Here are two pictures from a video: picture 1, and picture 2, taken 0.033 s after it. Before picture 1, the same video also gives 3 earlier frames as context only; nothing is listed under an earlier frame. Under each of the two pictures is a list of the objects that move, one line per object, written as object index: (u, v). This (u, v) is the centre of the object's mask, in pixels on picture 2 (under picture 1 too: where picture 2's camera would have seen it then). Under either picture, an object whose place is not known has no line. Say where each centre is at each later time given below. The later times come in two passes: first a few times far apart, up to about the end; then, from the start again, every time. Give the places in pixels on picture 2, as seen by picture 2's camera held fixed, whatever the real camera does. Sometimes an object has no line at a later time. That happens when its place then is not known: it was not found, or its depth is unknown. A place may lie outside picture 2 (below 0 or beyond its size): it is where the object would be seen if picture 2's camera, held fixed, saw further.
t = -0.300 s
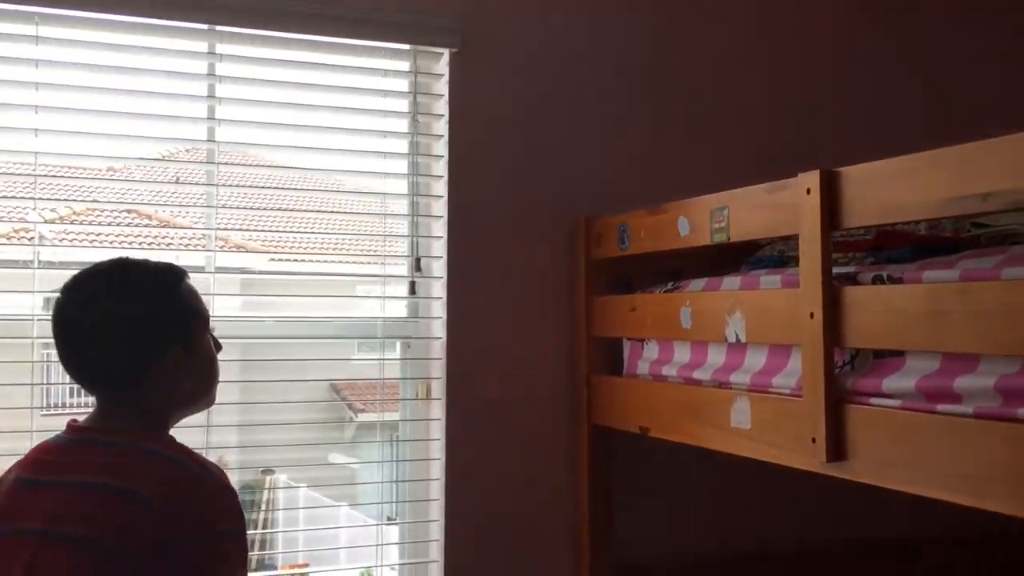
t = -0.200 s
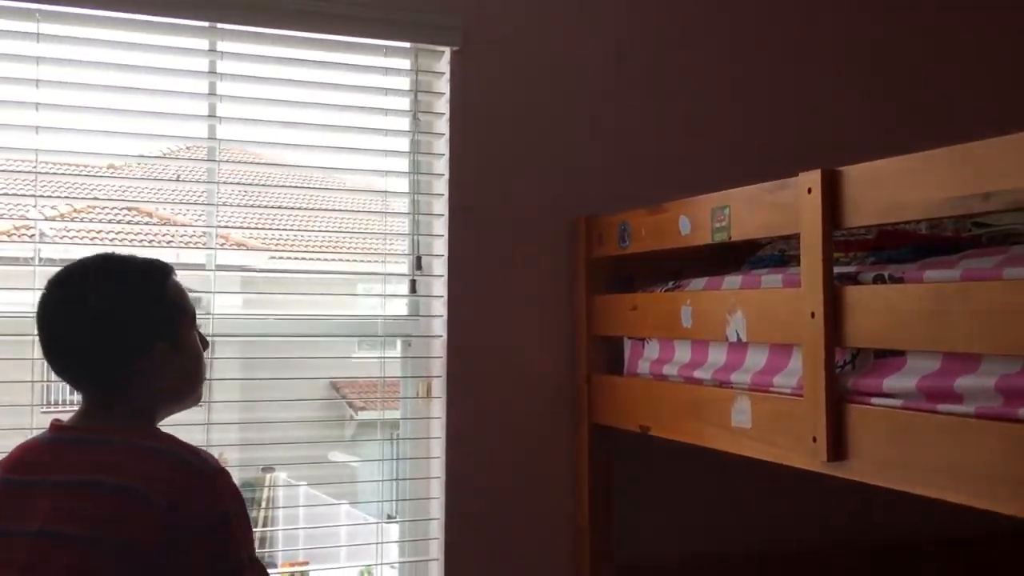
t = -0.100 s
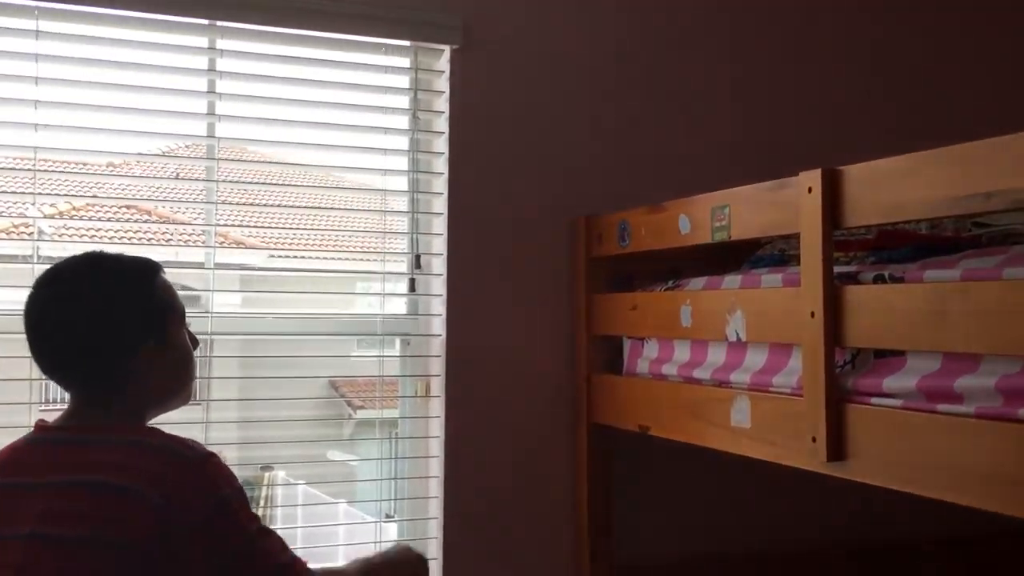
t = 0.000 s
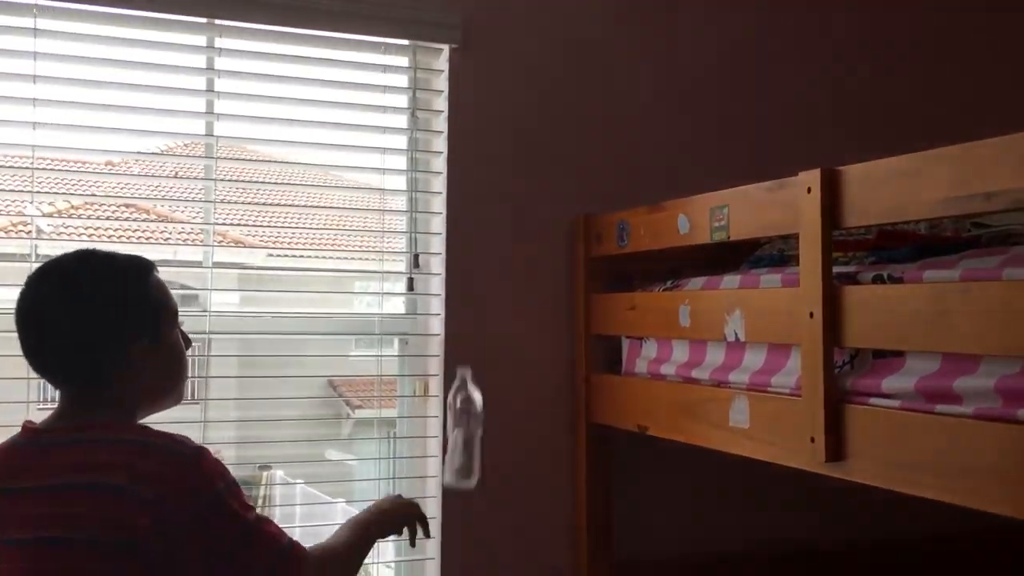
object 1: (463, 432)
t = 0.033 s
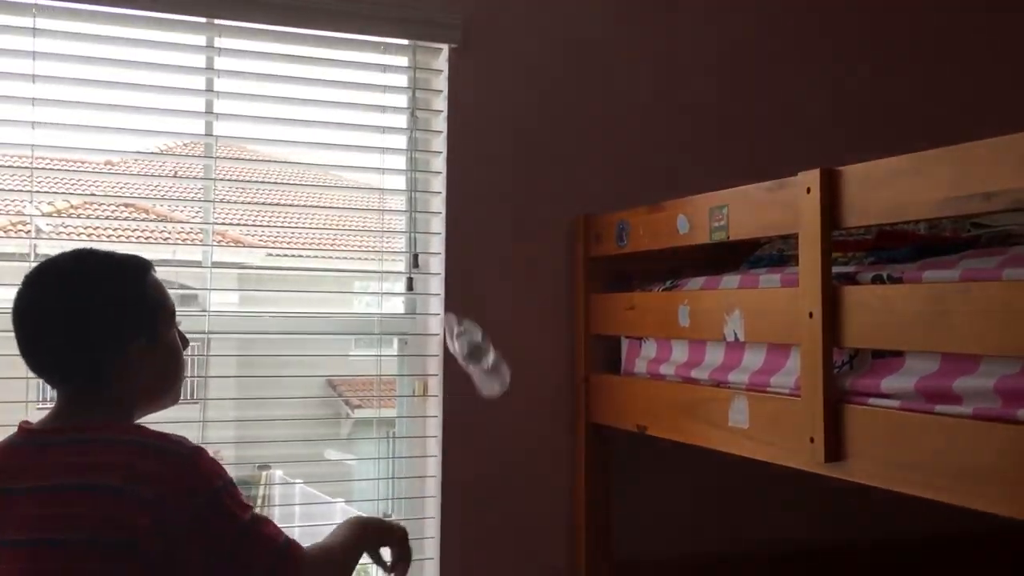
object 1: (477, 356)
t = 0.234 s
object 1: (488, 121)
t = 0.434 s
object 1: (493, 127)
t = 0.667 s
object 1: (516, 346)
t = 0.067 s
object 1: (482, 290)
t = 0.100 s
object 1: (484, 237)
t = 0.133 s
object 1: (485, 197)
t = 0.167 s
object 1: (486, 164)
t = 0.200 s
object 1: (487, 139)
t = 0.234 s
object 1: (488, 121)
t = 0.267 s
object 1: (490, 108)
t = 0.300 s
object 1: (491, 102)
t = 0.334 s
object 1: (492, 100)
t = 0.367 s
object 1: (494, 106)
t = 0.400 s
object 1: (495, 114)
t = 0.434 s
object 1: (493, 127)
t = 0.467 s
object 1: (495, 147)
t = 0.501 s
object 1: (498, 172)
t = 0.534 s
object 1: (501, 202)
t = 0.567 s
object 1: (505, 233)
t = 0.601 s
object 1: (508, 268)
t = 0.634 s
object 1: (512, 298)
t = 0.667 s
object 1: (516, 346)
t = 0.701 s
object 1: (517, 388)
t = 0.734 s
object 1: (520, 440)
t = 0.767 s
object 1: (522, 478)
